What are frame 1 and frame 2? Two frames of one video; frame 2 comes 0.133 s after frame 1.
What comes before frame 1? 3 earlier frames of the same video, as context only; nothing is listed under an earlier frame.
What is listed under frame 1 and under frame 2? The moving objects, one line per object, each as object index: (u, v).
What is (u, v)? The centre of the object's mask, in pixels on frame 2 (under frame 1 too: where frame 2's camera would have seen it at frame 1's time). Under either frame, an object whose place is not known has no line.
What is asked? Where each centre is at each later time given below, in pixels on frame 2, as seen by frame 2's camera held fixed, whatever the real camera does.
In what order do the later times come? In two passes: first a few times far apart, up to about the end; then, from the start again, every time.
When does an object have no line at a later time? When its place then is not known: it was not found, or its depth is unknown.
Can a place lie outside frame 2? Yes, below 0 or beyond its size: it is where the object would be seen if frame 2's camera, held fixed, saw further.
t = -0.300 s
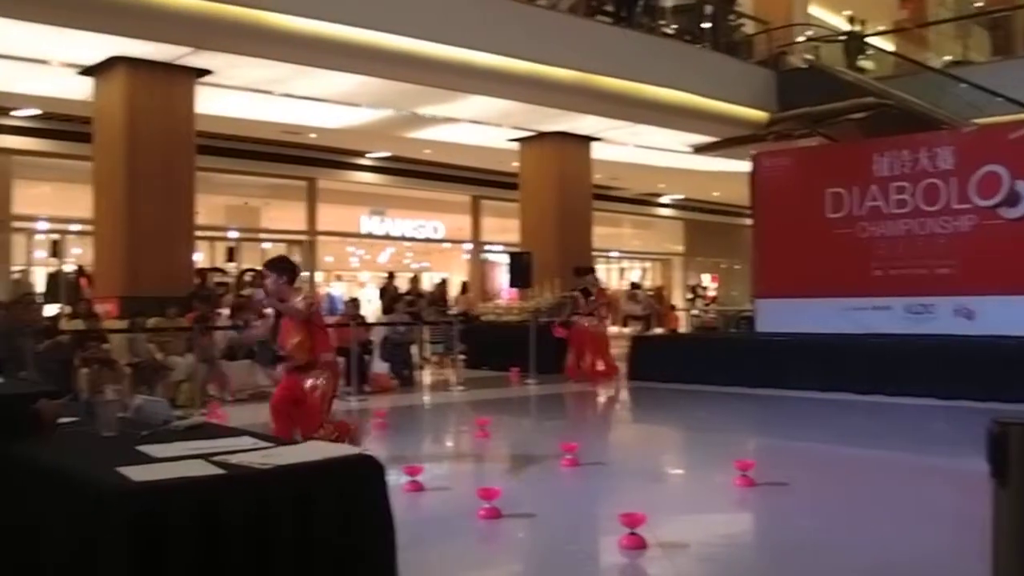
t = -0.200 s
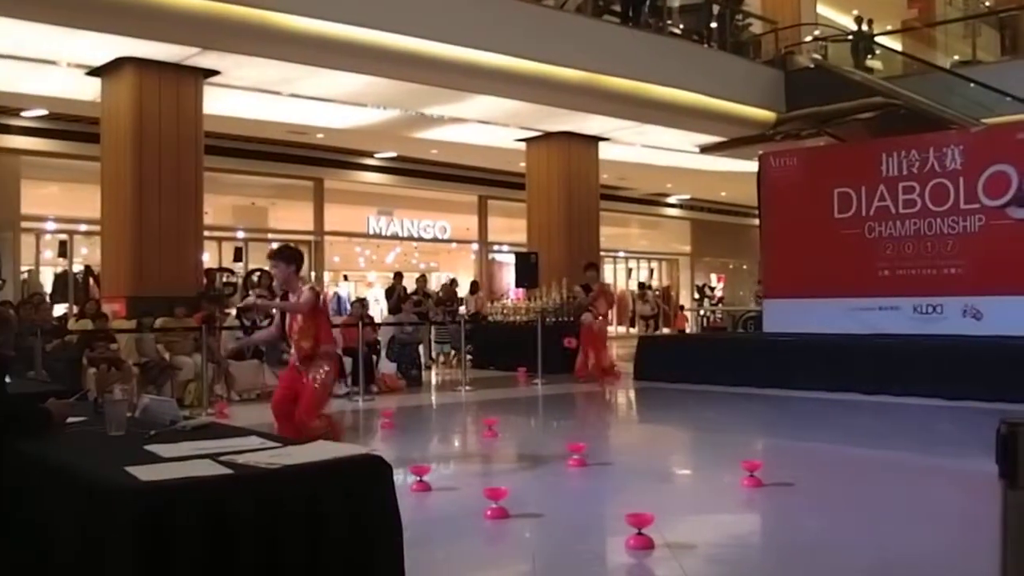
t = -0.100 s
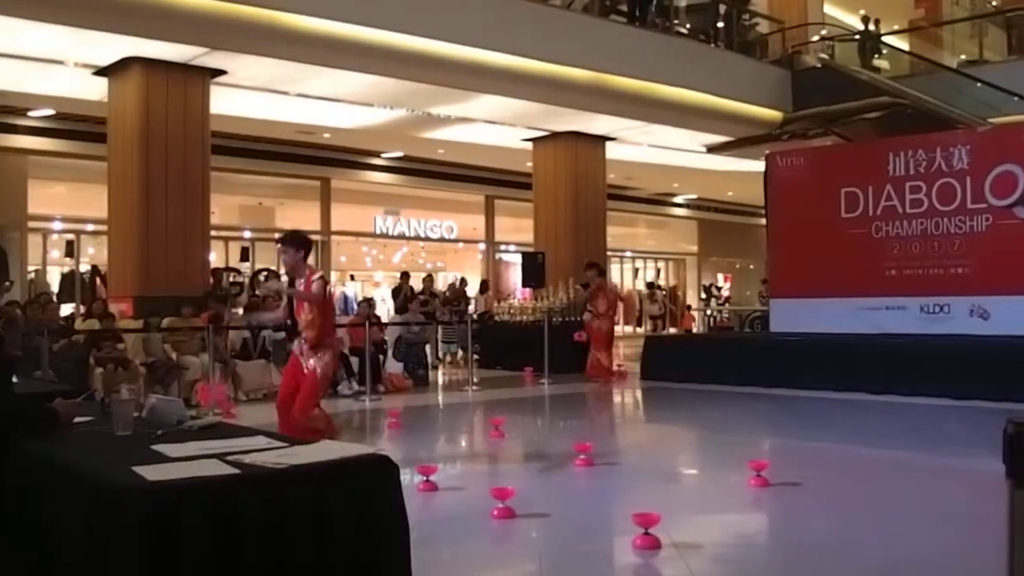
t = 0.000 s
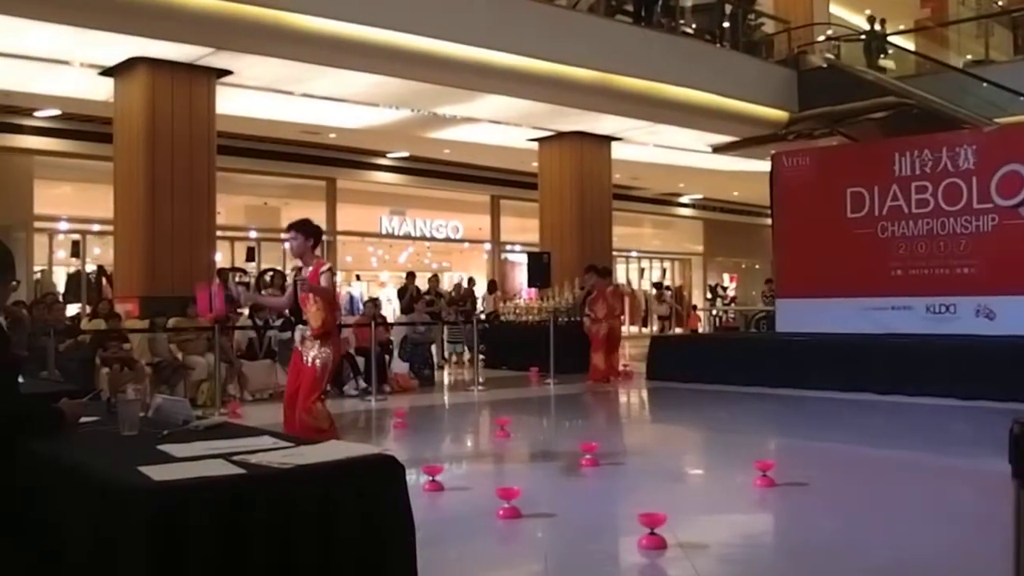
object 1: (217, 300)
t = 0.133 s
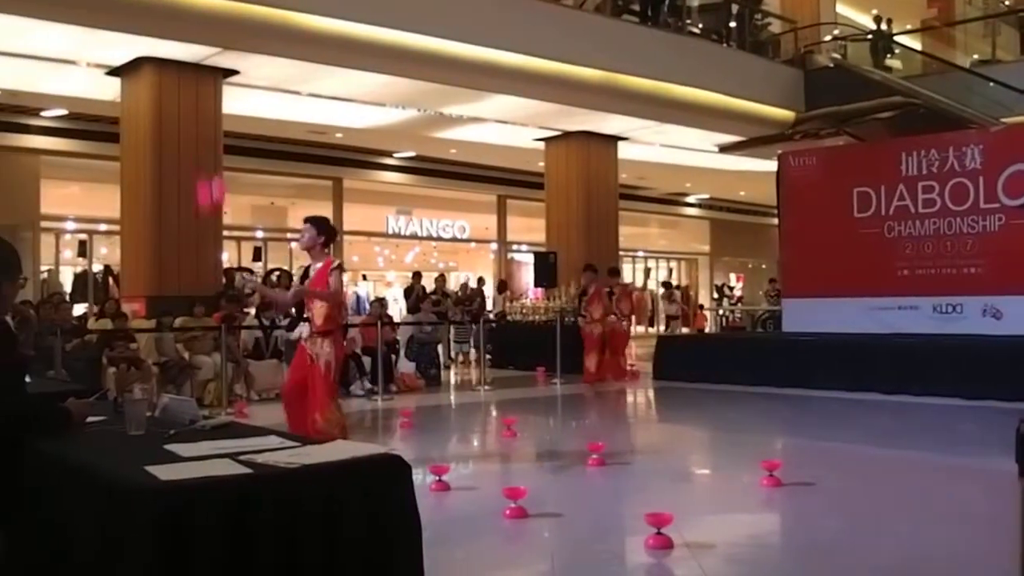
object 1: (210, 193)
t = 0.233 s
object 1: (205, 131)
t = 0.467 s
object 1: (197, 50)
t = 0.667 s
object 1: (189, 44)
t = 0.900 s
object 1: (178, 112)
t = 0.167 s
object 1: (208, 170)
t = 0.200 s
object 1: (206, 150)
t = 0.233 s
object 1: (205, 131)
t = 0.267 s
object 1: (204, 114)
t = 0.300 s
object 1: (202, 99)
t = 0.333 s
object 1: (201, 86)
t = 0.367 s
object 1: (200, 75)
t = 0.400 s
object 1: (199, 66)
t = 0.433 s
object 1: (198, 57)
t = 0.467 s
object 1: (197, 50)
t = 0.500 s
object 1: (195, 45)
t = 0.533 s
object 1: (194, 41)
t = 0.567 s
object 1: (192, 40)
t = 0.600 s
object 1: (191, 40)
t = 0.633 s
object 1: (190, 41)
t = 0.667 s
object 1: (189, 44)
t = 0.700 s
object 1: (187, 49)
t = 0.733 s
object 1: (185, 58)
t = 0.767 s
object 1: (183, 66)
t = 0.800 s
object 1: (182, 73)
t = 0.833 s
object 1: (180, 84)
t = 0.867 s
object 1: (179, 97)
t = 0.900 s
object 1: (178, 112)
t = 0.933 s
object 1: (177, 126)
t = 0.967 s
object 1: (176, 144)
